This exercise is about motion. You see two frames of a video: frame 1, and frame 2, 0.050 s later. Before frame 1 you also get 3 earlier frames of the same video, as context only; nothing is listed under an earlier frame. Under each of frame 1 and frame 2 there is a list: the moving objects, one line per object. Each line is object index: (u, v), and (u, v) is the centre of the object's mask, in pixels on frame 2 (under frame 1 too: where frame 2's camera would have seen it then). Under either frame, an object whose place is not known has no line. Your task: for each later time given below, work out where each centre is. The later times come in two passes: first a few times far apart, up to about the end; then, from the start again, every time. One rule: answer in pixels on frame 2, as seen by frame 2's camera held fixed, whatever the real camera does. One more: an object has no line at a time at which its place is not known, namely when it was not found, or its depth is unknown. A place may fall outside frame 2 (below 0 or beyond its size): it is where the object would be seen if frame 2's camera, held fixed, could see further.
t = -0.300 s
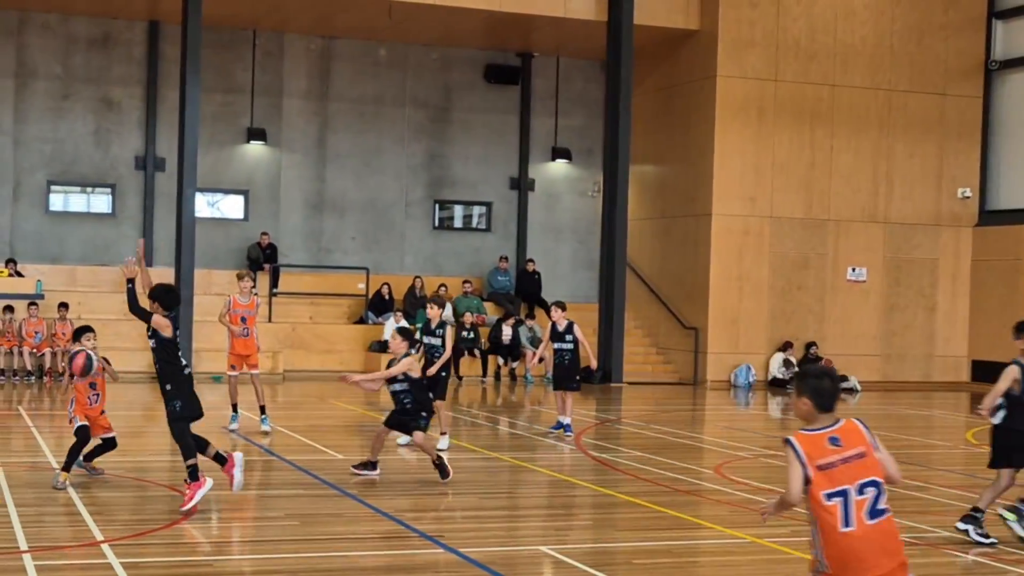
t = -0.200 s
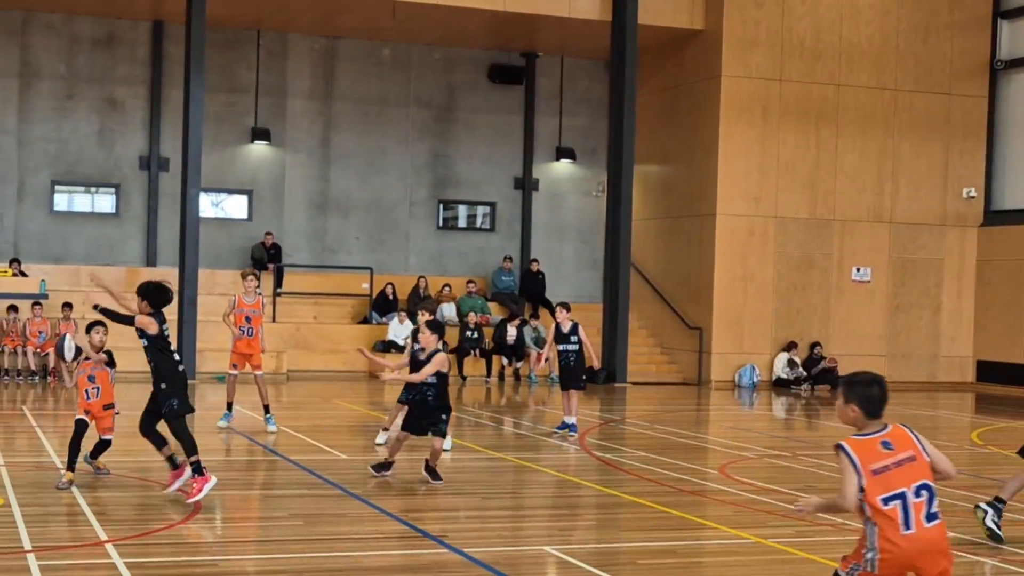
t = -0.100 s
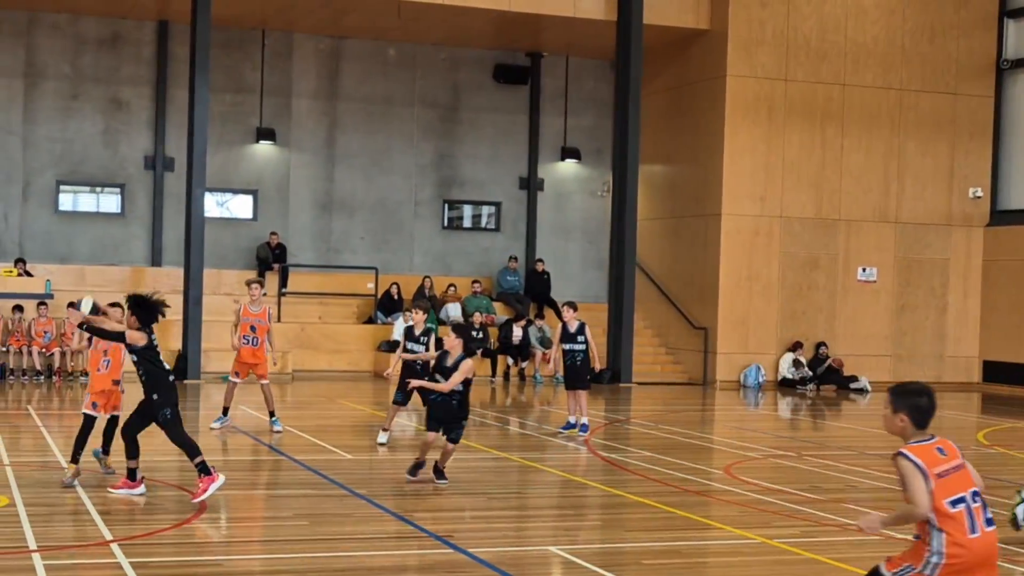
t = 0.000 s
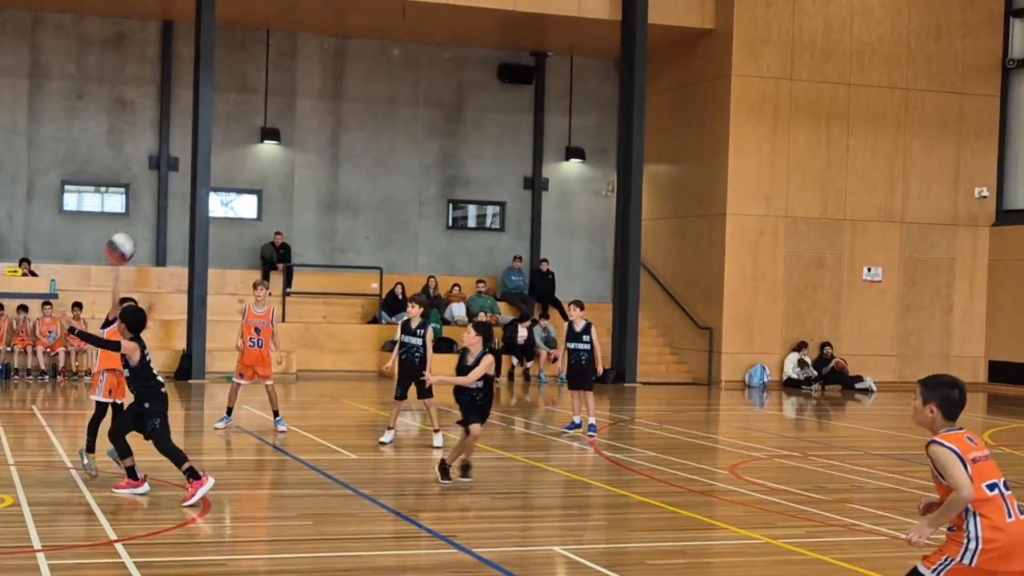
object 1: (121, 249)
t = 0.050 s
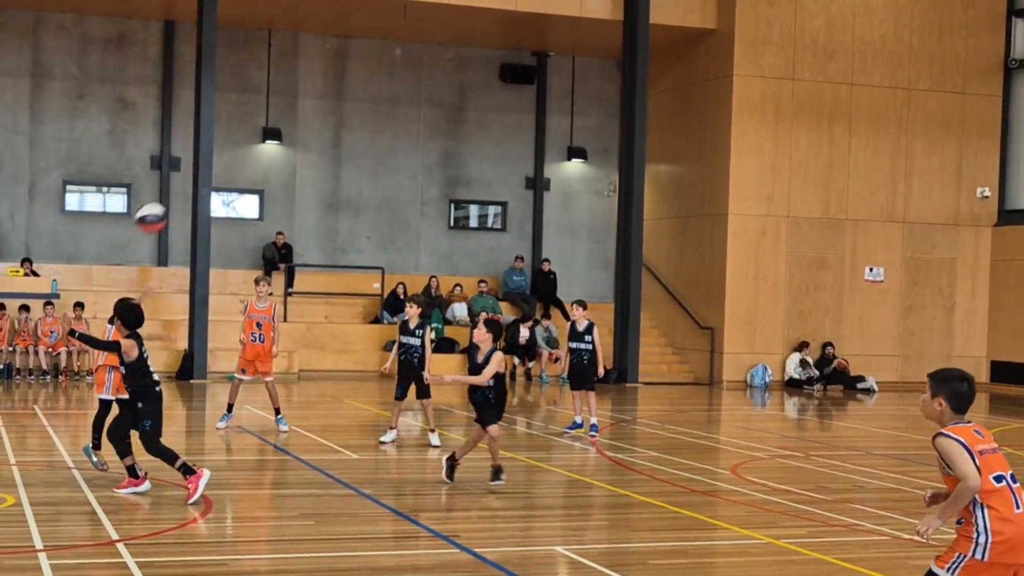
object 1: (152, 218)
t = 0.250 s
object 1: (274, 120)
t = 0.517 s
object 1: (463, 59)
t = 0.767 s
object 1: (666, 101)
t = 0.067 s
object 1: (161, 208)
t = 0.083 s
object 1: (171, 198)
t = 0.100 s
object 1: (181, 189)
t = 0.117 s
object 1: (192, 180)
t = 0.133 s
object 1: (199, 172)
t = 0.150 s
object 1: (211, 162)
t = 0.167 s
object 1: (222, 154)
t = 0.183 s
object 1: (233, 145)
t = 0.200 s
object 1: (244, 137)
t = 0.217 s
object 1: (254, 130)
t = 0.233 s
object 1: (265, 126)
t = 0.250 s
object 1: (274, 120)
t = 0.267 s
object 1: (285, 111)
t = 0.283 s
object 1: (297, 105)
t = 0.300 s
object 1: (308, 99)
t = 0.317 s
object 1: (320, 94)
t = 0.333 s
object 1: (331, 89)
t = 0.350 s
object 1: (343, 85)
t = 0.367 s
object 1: (355, 81)
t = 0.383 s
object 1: (366, 77)
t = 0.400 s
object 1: (378, 73)
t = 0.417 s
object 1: (389, 70)
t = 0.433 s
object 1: (401, 67)
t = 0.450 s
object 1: (413, 65)
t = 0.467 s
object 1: (426, 63)
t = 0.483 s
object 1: (438, 61)
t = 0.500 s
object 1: (450, 60)
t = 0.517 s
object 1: (463, 59)
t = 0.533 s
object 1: (475, 58)
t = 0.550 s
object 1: (487, 58)
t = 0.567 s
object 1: (501, 59)
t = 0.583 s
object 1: (514, 60)
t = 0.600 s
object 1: (527, 61)
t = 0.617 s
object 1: (541, 63)
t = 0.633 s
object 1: (554, 65)
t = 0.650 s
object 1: (568, 68)
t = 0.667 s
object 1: (582, 72)
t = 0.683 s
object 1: (595, 75)
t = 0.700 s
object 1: (609, 79)
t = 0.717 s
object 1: (624, 85)
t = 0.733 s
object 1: (638, 90)
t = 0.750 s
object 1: (651, 95)
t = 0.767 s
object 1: (666, 101)
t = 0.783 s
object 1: (681, 108)
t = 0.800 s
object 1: (696, 115)
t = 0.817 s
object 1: (711, 122)
